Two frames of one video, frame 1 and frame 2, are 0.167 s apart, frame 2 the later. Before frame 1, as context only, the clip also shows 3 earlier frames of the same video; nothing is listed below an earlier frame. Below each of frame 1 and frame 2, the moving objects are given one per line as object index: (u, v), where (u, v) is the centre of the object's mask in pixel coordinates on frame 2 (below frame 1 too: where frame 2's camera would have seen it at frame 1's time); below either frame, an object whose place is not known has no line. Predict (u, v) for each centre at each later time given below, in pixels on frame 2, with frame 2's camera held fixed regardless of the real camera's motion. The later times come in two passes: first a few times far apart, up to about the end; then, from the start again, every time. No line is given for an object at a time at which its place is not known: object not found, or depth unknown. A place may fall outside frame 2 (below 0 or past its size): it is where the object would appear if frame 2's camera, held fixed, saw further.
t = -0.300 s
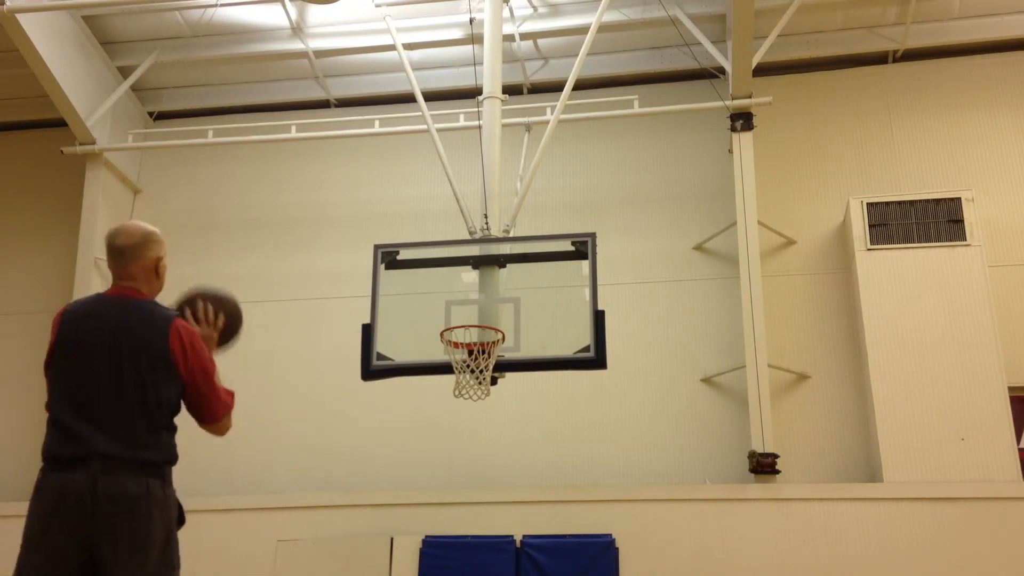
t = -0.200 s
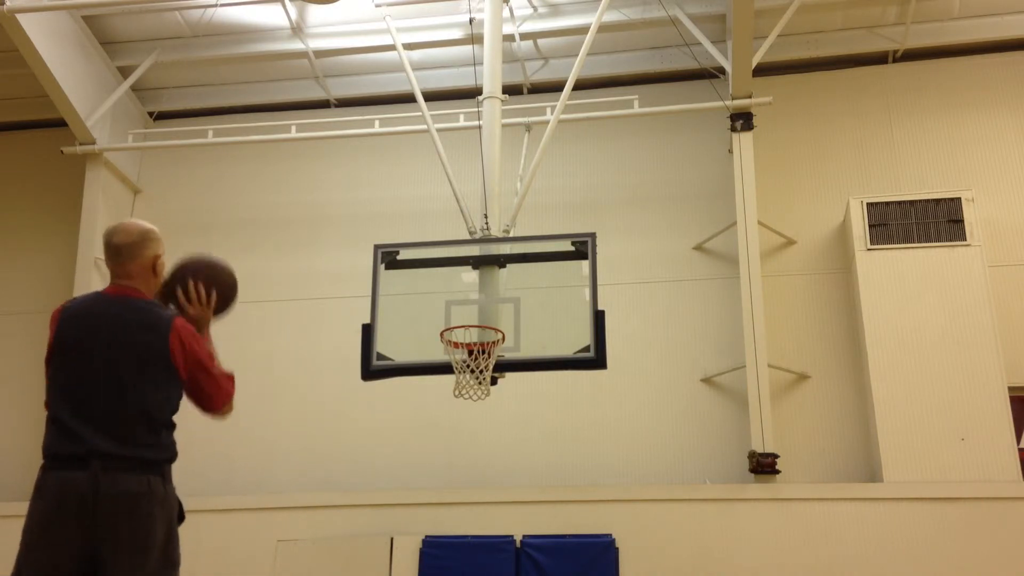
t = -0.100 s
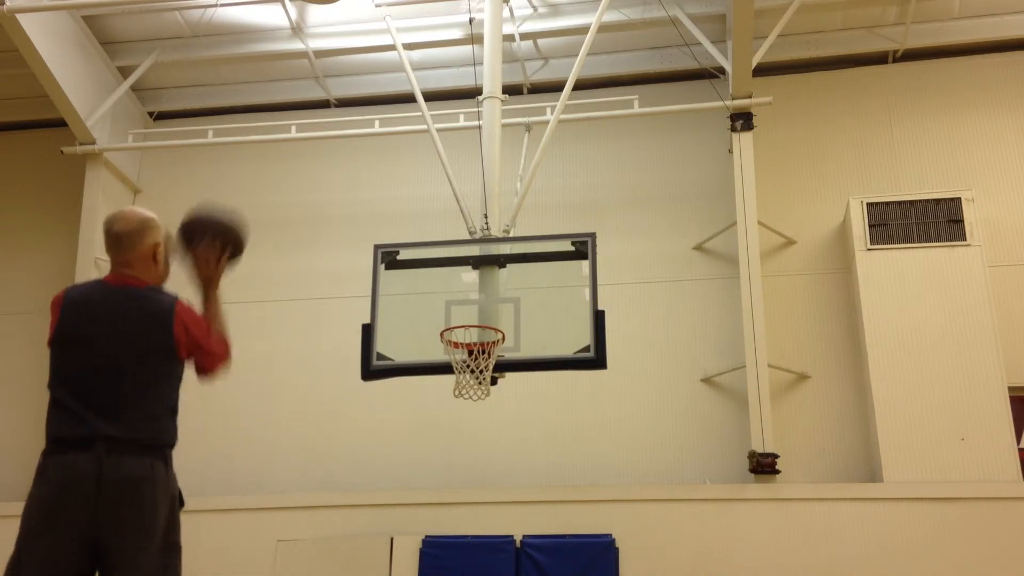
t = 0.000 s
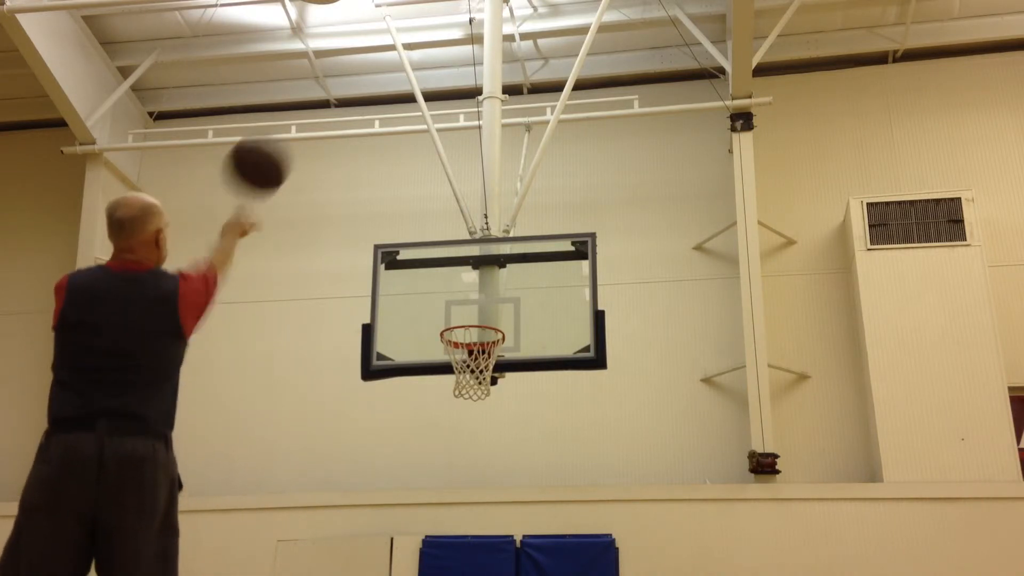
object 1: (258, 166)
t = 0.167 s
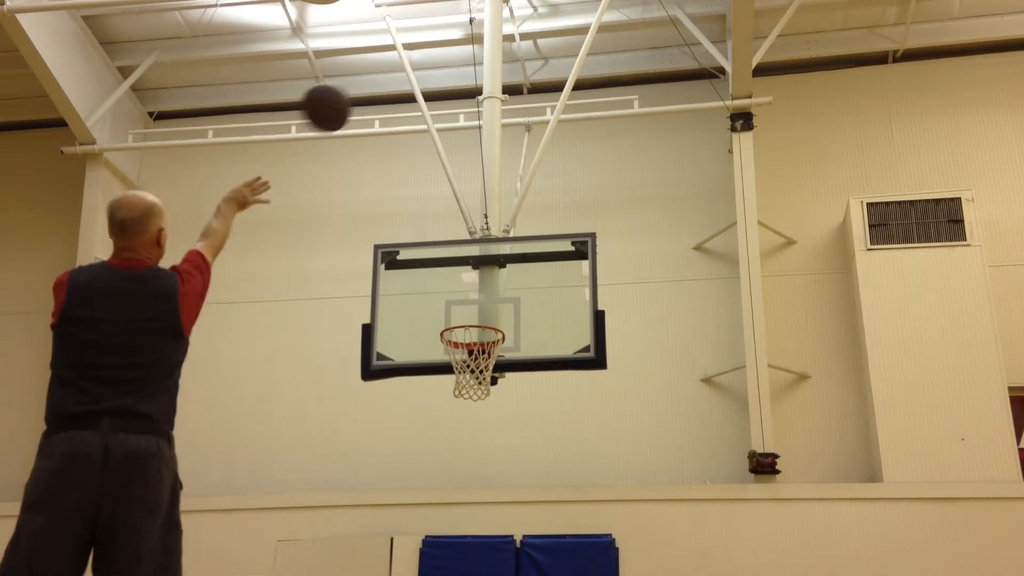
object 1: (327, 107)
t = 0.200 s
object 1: (337, 103)
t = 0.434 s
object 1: (393, 122)
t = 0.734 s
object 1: (438, 232)
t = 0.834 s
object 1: (450, 288)
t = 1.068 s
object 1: (500, 359)
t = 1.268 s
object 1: (495, 360)
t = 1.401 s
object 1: (473, 373)
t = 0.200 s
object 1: (337, 103)
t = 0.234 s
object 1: (346, 102)
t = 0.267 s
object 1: (355, 101)
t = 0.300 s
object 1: (364, 103)
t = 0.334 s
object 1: (372, 106)
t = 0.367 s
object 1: (379, 110)
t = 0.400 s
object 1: (386, 115)
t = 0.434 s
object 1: (393, 122)
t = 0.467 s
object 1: (399, 132)
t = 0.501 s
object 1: (405, 142)
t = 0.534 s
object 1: (411, 152)
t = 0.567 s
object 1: (416, 163)
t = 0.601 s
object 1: (421, 175)
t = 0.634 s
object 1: (426, 189)
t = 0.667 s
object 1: (430, 203)
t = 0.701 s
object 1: (434, 217)
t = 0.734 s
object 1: (438, 232)
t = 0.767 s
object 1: (442, 252)
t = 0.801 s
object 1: (447, 272)
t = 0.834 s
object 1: (450, 288)
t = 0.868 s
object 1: (454, 308)
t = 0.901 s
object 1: (457, 323)
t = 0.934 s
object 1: (468, 342)
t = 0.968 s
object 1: (478, 347)
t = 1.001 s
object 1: (490, 363)
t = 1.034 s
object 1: (496, 360)
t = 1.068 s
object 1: (500, 359)
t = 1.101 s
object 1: (502, 359)
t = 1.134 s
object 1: (502, 359)
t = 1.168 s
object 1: (502, 358)
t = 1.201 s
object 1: (501, 358)
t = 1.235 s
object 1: (498, 359)
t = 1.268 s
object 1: (495, 360)
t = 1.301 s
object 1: (490, 361)
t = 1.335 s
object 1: (485, 364)
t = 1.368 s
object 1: (479, 366)
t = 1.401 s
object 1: (473, 373)
